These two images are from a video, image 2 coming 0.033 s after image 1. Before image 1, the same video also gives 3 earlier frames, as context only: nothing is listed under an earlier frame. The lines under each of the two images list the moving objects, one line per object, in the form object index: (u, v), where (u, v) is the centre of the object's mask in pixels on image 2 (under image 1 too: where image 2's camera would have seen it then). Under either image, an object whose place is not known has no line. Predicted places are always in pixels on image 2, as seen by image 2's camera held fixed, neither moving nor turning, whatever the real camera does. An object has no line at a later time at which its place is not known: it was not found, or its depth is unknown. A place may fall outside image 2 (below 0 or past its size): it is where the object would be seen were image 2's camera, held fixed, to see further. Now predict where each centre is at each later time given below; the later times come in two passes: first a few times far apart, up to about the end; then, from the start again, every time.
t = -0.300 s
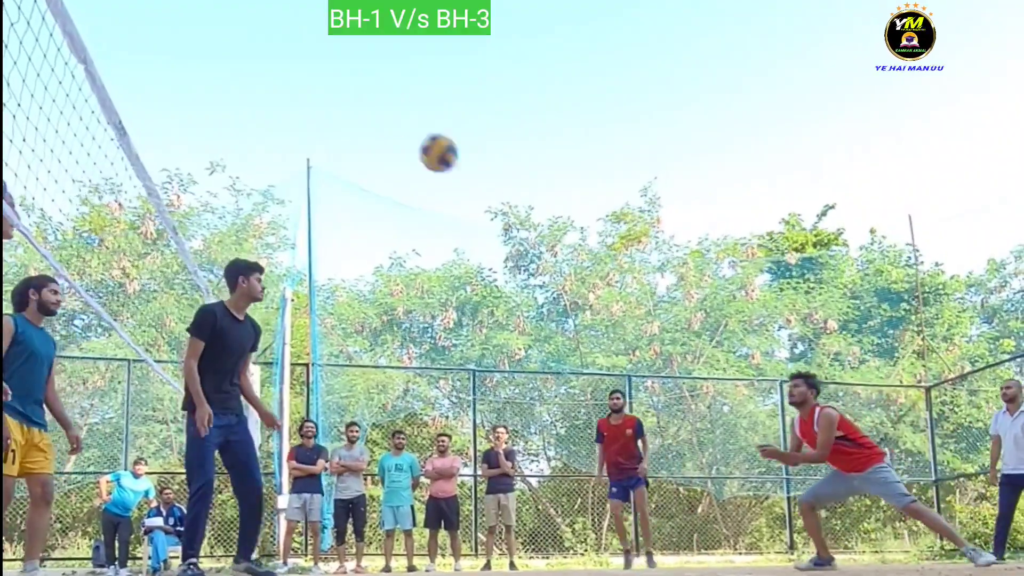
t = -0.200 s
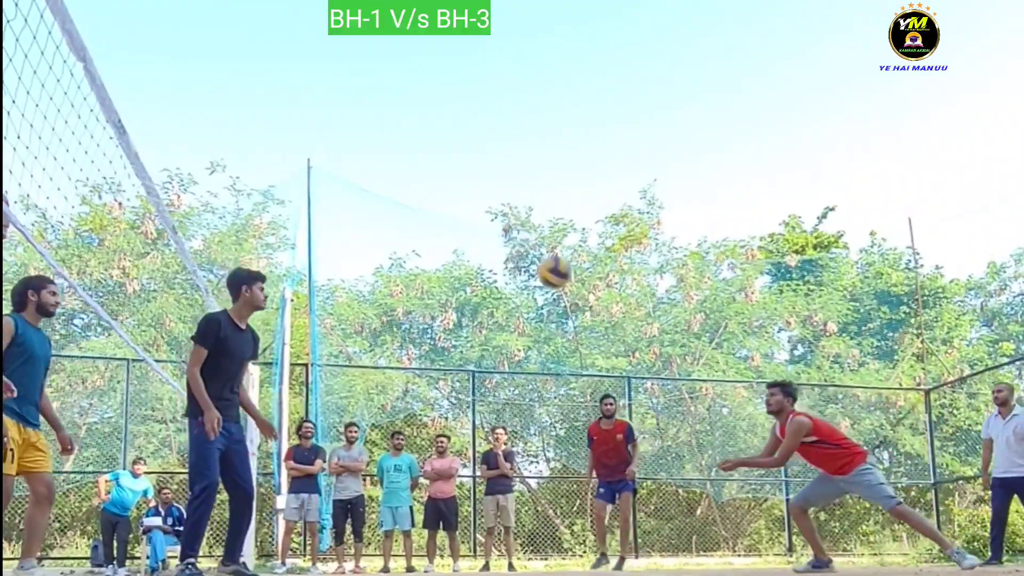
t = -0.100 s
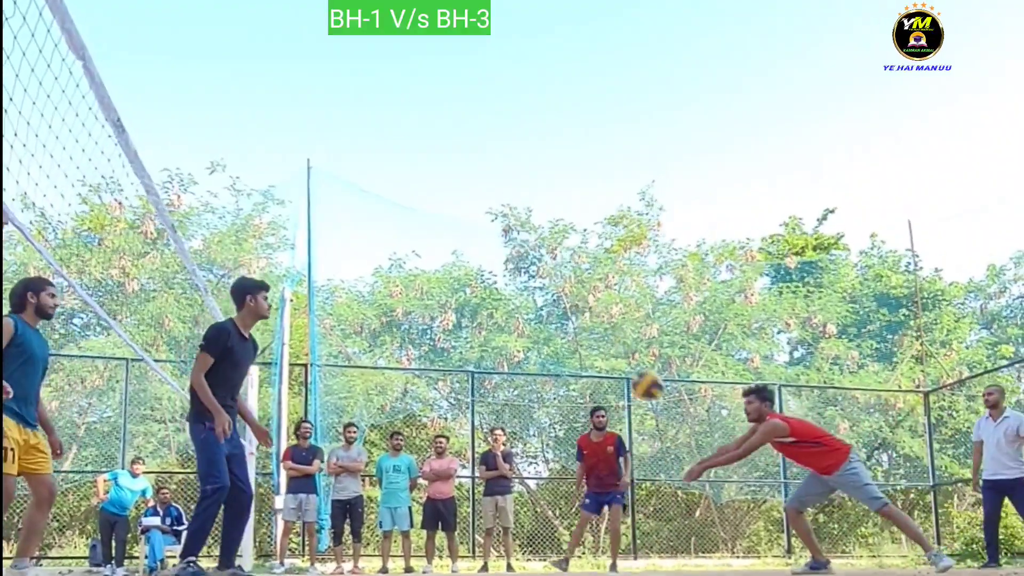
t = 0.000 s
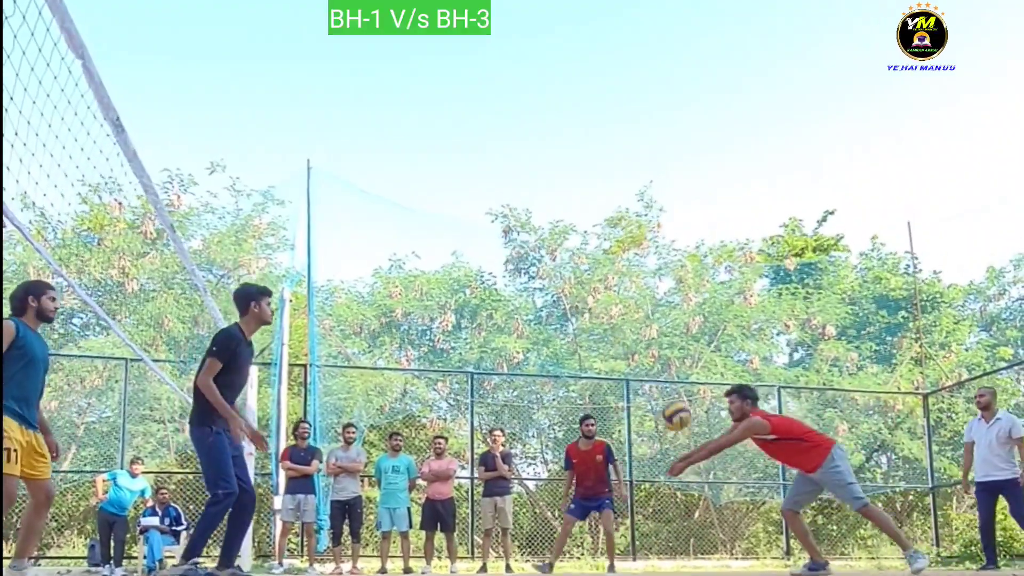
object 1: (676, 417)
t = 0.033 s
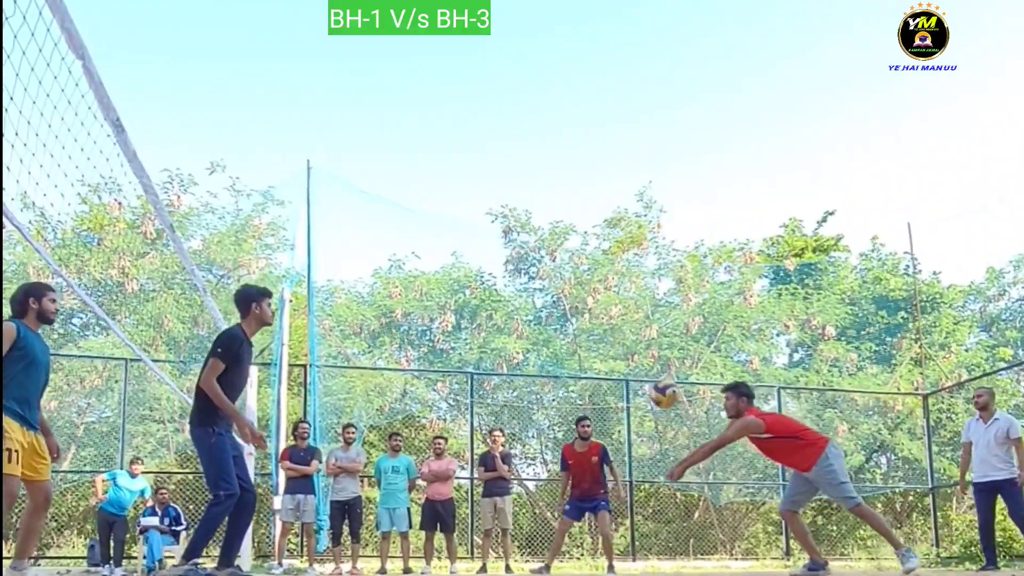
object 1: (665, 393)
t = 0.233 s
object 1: (594, 289)
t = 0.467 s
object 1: (511, 231)
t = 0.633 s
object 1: (446, 235)
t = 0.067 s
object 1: (653, 373)
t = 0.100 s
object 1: (640, 354)
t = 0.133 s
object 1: (629, 336)
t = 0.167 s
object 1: (618, 318)
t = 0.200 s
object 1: (606, 302)
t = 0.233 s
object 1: (594, 289)
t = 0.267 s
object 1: (583, 276)
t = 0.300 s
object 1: (570, 264)
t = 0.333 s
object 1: (559, 255)
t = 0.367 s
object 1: (547, 247)
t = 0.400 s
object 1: (535, 241)
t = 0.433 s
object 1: (522, 234)
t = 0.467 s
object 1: (511, 231)
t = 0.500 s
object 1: (499, 229)
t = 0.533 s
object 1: (485, 228)
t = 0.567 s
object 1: (472, 229)
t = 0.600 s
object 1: (459, 231)
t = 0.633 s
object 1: (446, 235)
